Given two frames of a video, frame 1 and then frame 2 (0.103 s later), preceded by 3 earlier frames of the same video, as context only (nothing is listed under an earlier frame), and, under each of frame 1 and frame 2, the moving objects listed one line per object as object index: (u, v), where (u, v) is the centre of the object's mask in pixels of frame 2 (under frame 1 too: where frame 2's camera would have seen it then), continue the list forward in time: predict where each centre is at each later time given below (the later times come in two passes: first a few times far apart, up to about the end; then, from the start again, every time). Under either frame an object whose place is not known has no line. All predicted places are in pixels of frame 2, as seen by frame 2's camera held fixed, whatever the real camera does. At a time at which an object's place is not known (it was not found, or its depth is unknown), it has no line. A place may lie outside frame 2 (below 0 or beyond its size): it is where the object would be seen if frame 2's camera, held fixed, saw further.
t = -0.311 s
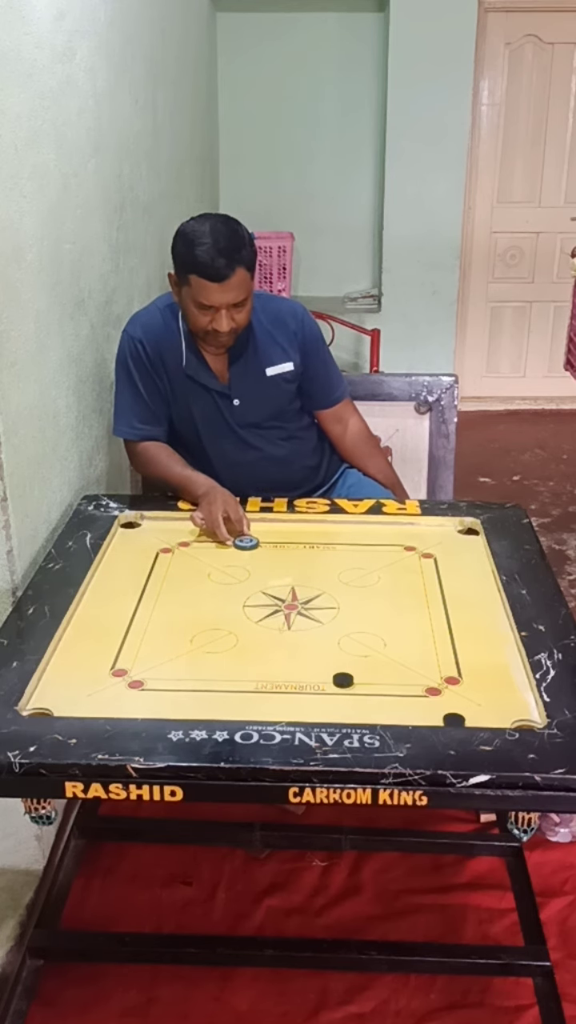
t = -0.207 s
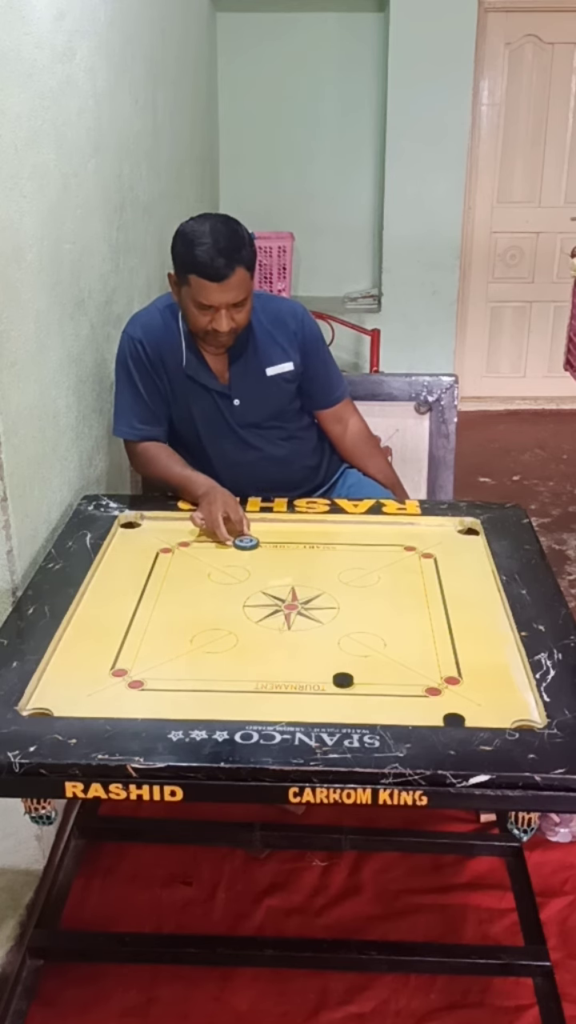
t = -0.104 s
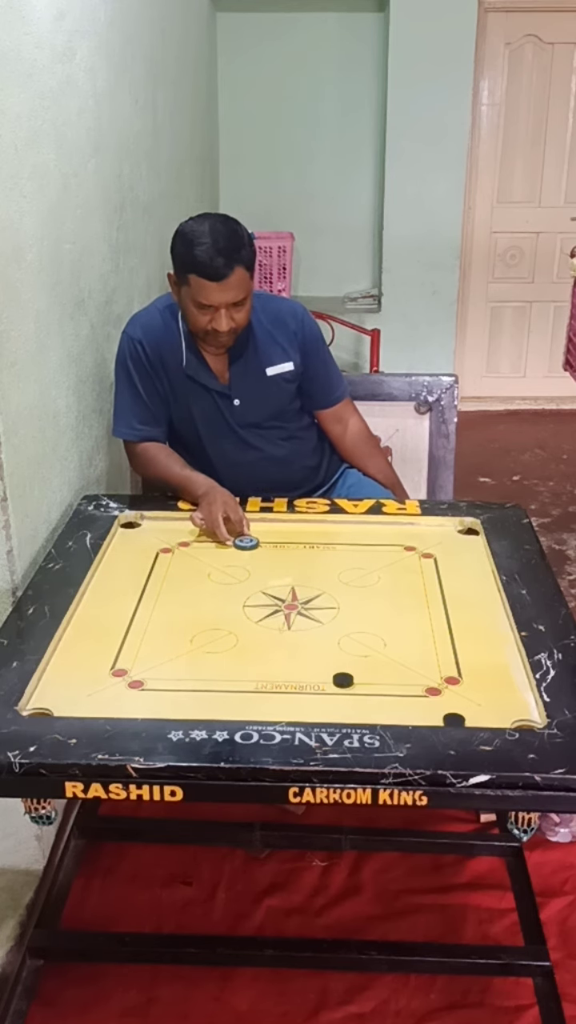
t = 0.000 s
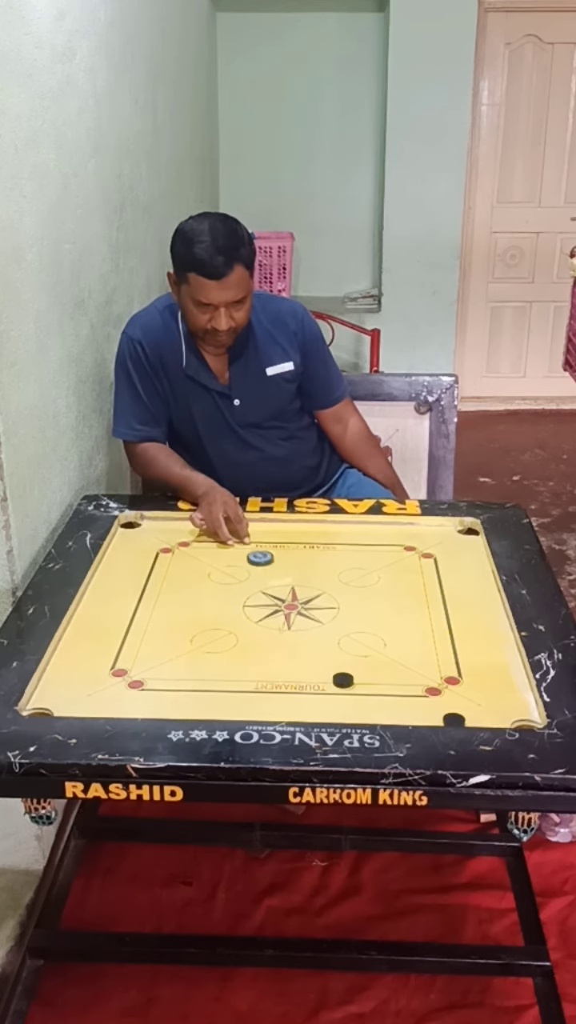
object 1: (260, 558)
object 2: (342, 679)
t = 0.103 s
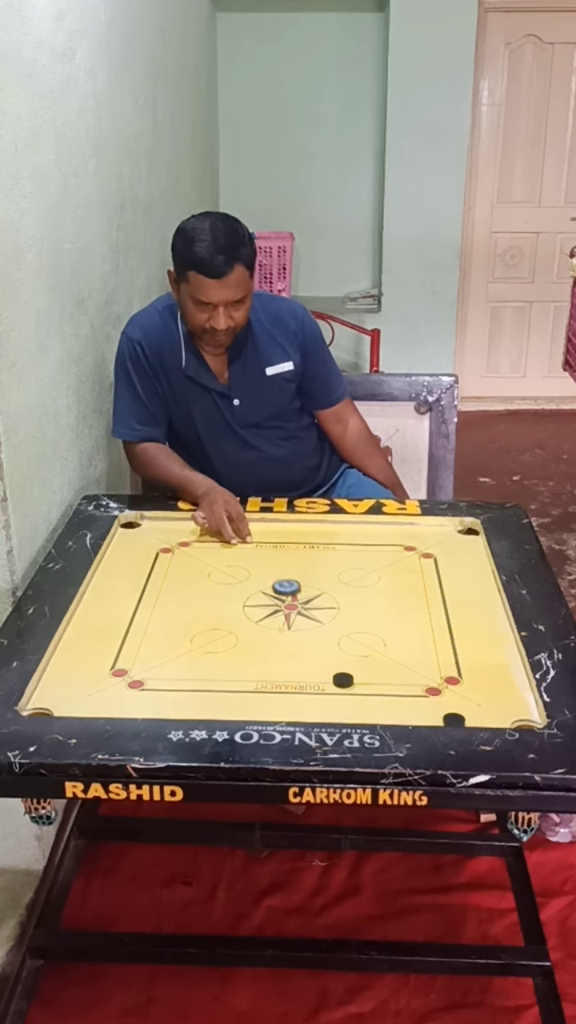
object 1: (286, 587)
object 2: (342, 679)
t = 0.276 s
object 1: (338, 645)
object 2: (342, 679)
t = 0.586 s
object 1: (445, 707)
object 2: (277, 692)
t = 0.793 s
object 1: (470, 667)
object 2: (245, 649)
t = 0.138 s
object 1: (295, 597)
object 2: (342, 680)
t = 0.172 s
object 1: (306, 609)
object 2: (342, 679)
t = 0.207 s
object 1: (316, 621)
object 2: (342, 679)
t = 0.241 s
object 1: (326, 632)
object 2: (342, 679)
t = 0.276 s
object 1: (338, 645)
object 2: (342, 679)
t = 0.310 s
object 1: (349, 658)
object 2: (342, 680)
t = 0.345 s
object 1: (362, 670)
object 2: (339, 683)
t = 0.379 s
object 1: (378, 680)
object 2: (327, 696)
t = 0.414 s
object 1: (395, 692)
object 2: (316, 708)
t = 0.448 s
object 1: (411, 704)
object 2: (304, 717)
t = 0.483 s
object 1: (427, 714)
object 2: (296, 716)
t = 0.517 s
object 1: (436, 719)
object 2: (289, 709)
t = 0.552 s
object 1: (441, 714)
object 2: (283, 700)
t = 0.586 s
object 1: (445, 707)
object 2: (277, 692)
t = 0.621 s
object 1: (450, 700)
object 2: (271, 685)
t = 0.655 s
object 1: (454, 693)
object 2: (266, 677)
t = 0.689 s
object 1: (458, 686)
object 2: (260, 669)
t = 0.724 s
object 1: (462, 679)
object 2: (255, 663)
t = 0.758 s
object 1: (466, 673)
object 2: (250, 656)
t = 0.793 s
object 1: (470, 667)
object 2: (245, 649)
